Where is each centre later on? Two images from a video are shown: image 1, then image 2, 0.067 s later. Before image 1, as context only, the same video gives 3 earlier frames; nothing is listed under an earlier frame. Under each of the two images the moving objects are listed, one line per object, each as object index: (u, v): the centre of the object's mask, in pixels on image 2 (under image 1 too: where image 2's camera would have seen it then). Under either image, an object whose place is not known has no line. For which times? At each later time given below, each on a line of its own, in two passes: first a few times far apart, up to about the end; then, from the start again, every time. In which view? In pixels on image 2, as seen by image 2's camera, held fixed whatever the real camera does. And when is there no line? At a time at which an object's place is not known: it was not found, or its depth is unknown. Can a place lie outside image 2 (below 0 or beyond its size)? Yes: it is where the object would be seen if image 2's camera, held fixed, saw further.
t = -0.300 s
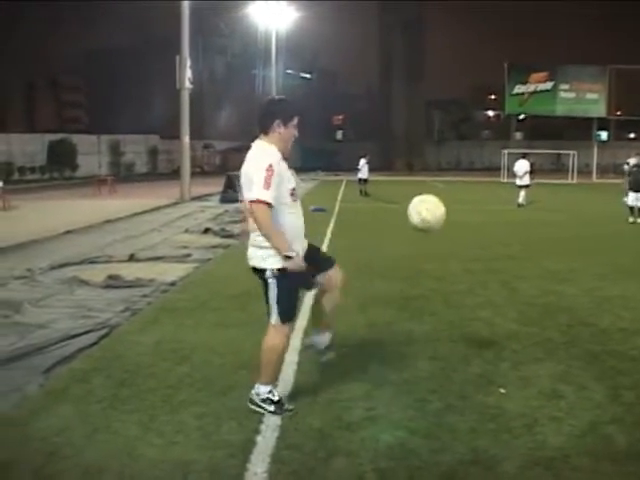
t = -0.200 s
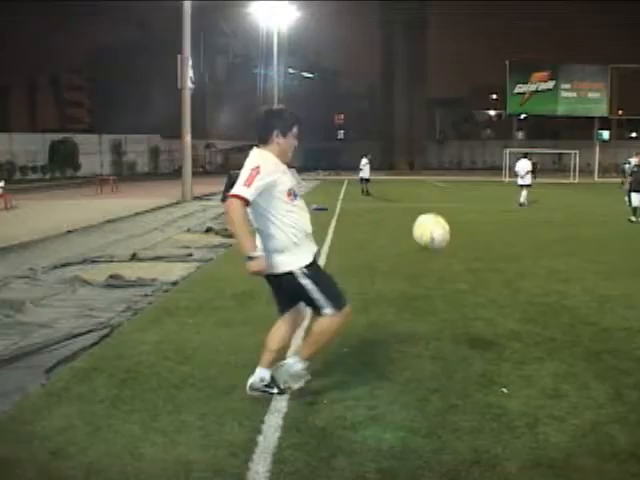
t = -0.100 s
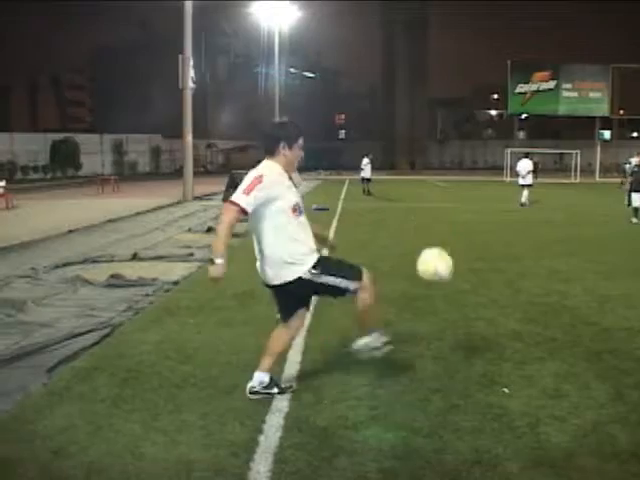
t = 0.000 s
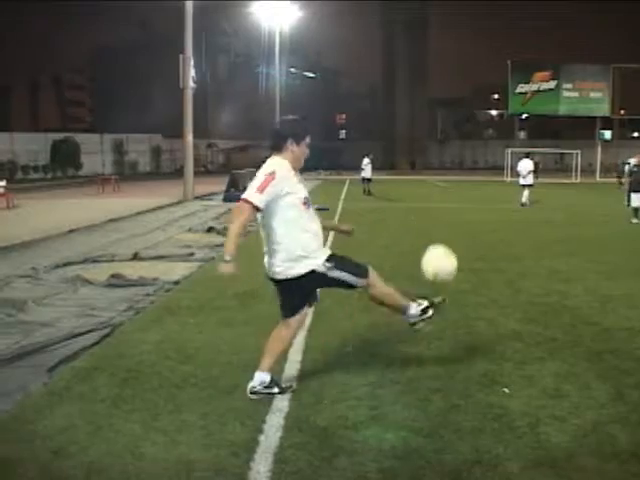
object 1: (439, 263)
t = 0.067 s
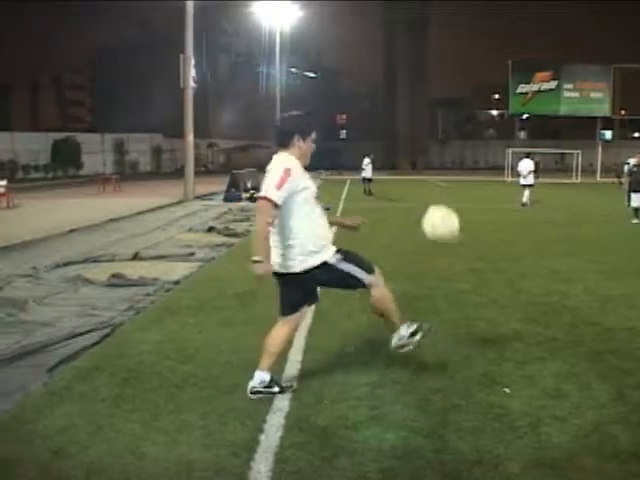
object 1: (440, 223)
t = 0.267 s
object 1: (440, 142)
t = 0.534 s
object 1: (436, 137)
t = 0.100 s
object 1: (440, 204)
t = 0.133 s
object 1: (440, 189)
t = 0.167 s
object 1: (441, 174)
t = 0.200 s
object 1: (440, 162)
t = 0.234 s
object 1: (440, 153)
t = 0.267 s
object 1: (440, 142)
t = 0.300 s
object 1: (440, 136)
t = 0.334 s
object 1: (440, 130)
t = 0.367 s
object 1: (439, 127)
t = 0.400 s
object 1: (439, 125)
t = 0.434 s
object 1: (438, 125)
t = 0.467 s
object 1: (438, 127)
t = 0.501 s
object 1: (437, 131)
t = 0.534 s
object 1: (436, 137)
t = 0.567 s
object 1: (436, 146)
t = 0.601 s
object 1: (435, 156)
